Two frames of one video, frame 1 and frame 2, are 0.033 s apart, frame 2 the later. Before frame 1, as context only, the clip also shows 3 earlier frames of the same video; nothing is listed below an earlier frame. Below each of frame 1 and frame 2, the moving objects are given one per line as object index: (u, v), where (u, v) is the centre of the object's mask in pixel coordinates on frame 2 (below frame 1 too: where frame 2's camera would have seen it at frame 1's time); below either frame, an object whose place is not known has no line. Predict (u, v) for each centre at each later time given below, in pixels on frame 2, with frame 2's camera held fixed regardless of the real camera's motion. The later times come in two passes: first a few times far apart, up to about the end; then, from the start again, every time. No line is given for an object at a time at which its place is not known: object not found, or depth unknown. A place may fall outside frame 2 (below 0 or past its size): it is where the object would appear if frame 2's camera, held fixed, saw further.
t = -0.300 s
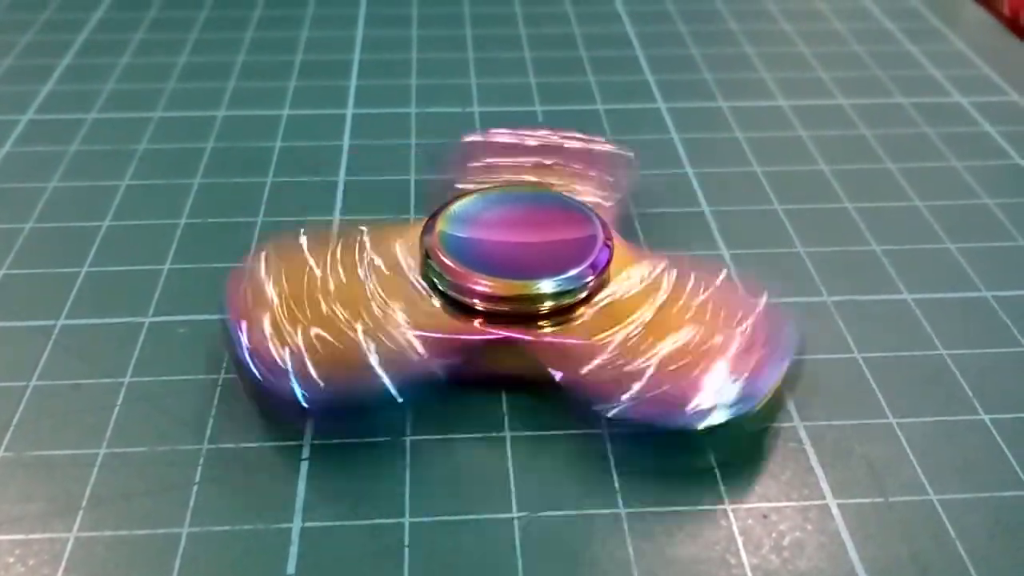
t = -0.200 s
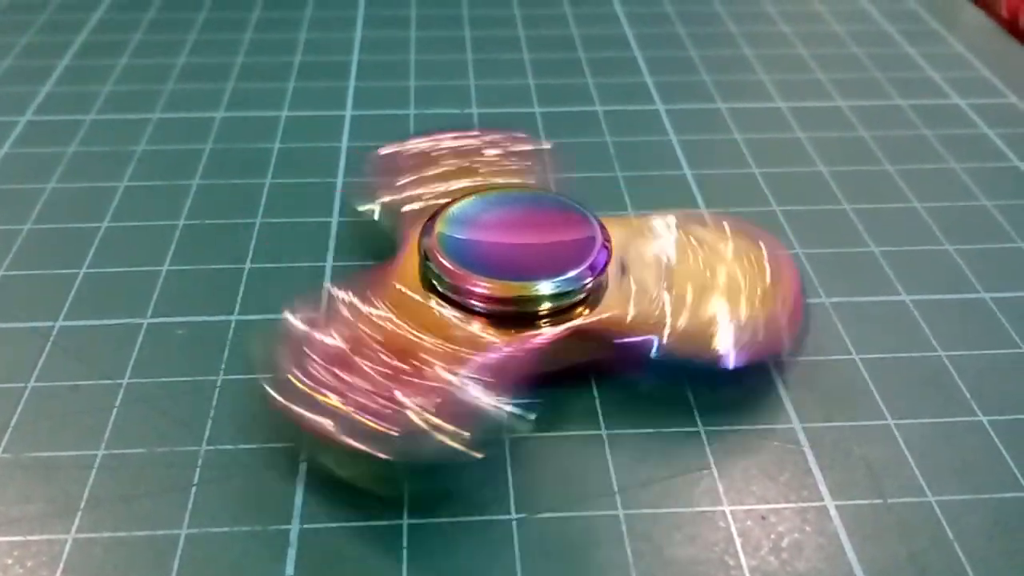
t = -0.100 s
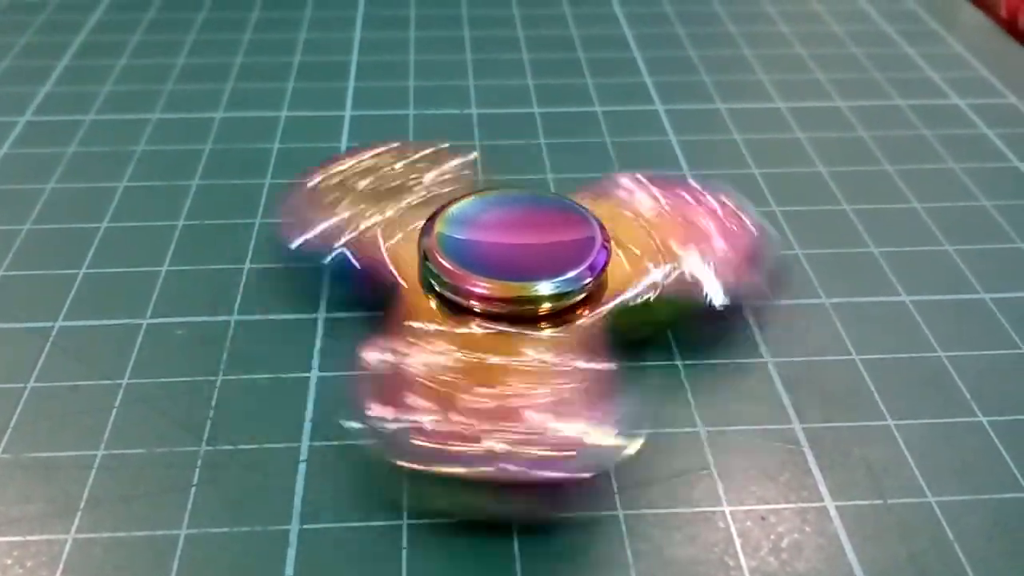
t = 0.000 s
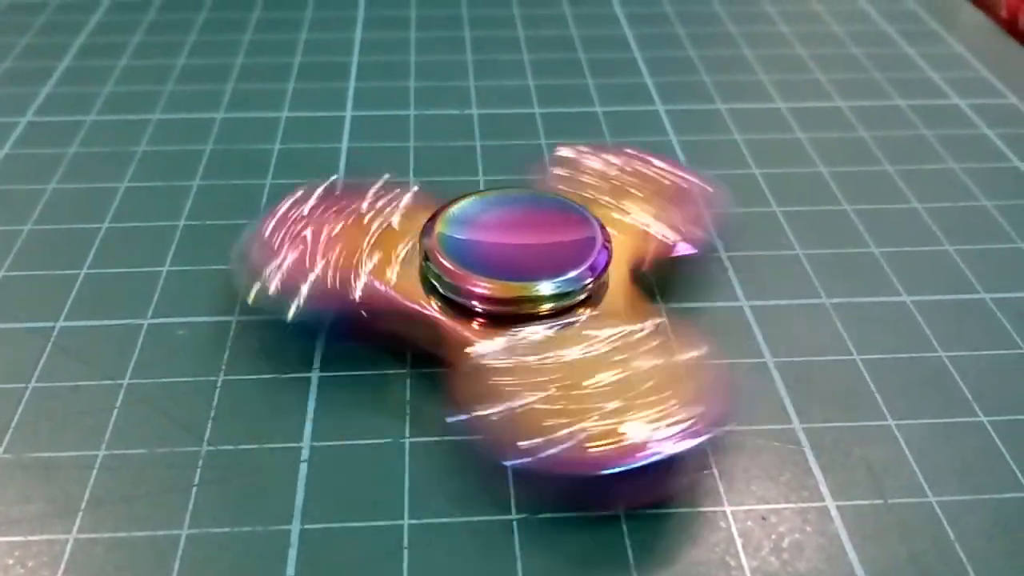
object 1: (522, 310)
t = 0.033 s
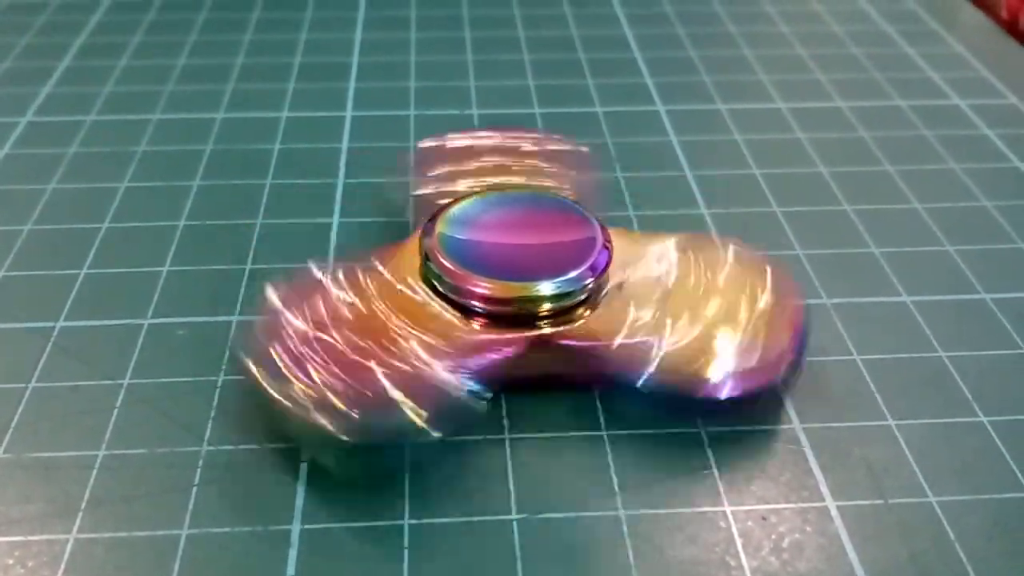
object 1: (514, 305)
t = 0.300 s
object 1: (512, 312)
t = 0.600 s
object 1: (510, 306)
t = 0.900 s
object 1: (519, 305)
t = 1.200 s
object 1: (517, 314)
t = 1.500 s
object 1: (513, 306)
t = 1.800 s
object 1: (520, 305)
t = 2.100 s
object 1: (519, 313)
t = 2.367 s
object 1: (523, 309)
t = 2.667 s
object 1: (509, 315)
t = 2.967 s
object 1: (515, 302)
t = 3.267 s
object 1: (519, 301)
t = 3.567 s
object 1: (508, 309)
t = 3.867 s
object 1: (522, 304)
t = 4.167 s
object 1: (513, 315)
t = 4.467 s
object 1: (514, 303)
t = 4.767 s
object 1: (522, 313)
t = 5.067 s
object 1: (509, 304)
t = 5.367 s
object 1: (522, 311)
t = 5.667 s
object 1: (505, 308)
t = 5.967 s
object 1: (525, 311)
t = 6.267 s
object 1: (508, 308)
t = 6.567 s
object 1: (524, 309)
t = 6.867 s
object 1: (508, 309)
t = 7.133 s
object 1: (510, 312)
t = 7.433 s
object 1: (519, 306)
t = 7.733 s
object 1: (508, 312)
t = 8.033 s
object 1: (526, 310)
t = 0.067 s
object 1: (516, 301)
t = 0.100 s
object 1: (514, 303)
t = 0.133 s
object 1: (511, 313)
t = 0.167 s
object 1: (518, 304)
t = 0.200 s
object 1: (508, 309)
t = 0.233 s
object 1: (520, 313)
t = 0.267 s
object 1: (514, 301)
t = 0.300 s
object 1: (512, 312)
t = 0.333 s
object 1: (521, 306)
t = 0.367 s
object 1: (509, 311)
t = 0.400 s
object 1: (518, 310)
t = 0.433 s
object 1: (507, 304)
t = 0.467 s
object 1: (516, 314)
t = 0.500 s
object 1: (518, 305)
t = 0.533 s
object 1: (510, 312)
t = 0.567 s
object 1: (523, 309)
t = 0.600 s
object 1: (510, 306)
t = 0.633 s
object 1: (519, 313)
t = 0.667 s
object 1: (510, 301)
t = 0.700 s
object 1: (512, 314)
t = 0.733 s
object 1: (523, 307)
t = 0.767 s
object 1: (511, 307)
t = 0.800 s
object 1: (517, 311)
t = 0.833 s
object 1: (511, 303)
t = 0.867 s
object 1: (511, 314)
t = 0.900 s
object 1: (519, 305)
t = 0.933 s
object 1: (508, 311)
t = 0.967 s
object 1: (521, 312)
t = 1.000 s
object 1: (513, 302)
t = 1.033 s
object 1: (514, 312)
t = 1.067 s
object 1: (518, 305)
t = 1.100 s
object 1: (511, 312)
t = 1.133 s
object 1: (520, 309)
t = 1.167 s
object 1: (505, 305)
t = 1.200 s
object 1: (517, 314)
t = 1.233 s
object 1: (517, 305)
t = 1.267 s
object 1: (510, 312)
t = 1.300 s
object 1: (525, 309)
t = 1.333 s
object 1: (509, 306)
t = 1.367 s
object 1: (519, 312)
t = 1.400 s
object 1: (511, 304)
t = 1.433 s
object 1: (510, 314)
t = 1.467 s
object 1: (525, 307)
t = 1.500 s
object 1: (513, 306)
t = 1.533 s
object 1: (518, 301)
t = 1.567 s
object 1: (511, 303)
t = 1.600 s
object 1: (513, 313)
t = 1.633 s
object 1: (518, 305)
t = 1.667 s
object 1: (507, 309)
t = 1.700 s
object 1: (521, 314)
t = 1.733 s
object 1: (513, 301)
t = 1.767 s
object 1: (515, 313)
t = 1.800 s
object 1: (520, 305)
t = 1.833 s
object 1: (510, 310)
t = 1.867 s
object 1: (520, 310)
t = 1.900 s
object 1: (506, 303)
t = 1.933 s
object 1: (515, 315)
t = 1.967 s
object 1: (519, 305)
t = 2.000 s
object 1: (511, 309)
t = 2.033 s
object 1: (523, 311)
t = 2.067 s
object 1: (511, 303)
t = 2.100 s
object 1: (519, 313)
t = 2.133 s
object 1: (515, 304)
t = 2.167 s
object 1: (509, 312)
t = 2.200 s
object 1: (524, 312)
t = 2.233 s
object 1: (514, 302)
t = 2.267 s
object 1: (517, 306)
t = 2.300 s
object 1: (517, 305)
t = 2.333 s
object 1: (510, 314)
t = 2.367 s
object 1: (523, 309)
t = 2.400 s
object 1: (505, 305)
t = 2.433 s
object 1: (519, 314)
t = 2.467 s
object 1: (517, 303)
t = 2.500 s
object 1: (511, 313)
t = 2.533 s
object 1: (525, 308)
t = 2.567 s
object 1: (509, 308)
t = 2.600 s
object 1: (519, 313)
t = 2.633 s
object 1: (508, 301)
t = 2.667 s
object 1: (509, 315)
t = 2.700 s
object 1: (526, 309)
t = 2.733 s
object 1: (509, 307)
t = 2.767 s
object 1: (520, 312)
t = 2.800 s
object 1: (514, 304)
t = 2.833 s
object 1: (513, 314)
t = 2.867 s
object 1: (521, 306)
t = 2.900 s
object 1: (505, 307)
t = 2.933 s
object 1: (520, 314)
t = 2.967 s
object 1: (515, 302)
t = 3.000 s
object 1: (514, 313)
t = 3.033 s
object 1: (524, 307)
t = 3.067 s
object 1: (508, 309)
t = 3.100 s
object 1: (520, 301)
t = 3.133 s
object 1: (509, 302)
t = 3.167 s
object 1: (513, 315)
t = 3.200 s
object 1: (522, 307)
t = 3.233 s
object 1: (509, 308)
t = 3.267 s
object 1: (519, 301)
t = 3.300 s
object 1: (511, 302)
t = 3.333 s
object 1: (514, 313)
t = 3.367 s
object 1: (519, 306)
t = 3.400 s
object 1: (505, 308)
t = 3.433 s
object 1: (522, 312)
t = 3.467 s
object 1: (513, 301)
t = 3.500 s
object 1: (512, 312)
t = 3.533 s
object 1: (524, 306)
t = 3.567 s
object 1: (508, 309)
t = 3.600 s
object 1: (520, 301)
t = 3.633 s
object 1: (507, 301)
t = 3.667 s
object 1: (513, 315)
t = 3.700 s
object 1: (525, 307)
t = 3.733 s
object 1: (510, 308)
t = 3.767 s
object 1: (519, 302)
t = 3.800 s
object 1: (511, 304)
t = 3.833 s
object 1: (514, 314)
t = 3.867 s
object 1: (522, 304)
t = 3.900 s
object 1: (505, 308)
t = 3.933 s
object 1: (524, 313)
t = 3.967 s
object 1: (513, 301)
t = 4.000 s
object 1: (517, 315)
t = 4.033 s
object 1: (523, 307)
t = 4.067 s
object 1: (510, 309)
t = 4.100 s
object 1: (520, 302)
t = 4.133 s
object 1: (507, 302)
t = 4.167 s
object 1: (513, 315)
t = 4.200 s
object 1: (526, 308)
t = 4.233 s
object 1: (510, 307)
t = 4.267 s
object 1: (520, 304)
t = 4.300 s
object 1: (511, 304)
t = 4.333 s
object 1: (513, 314)
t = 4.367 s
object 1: (522, 308)
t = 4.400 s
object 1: (506, 307)
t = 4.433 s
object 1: (522, 313)
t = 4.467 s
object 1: (514, 303)
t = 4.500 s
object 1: (511, 313)
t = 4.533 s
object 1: (525, 309)
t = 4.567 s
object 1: (508, 307)
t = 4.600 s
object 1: (519, 312)
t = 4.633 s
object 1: (512, 304)
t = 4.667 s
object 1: (508, 315)
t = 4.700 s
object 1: (525, 309)
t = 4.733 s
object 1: (509, 307)
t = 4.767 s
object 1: (522, 313)
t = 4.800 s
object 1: (518, 305)
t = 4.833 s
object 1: (511, 313)
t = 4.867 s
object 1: (523, 310)
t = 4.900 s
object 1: (506, 305)
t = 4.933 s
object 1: (520, 315)
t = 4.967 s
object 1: (519, 304)
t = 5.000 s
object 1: (510, 311)
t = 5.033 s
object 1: (524, 311)
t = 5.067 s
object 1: (509, 304)
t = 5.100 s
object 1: (518, 313)
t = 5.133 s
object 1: (518, 305)
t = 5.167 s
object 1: (507, 311)
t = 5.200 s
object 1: (523, 313)
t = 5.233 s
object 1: (511, 303)
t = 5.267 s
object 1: (513, 313)
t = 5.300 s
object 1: (521, 305)
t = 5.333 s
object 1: (508, 311)
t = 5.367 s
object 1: (522, 311)
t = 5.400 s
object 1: (504, 303)
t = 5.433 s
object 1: (513, 315)
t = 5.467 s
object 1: (524, 307)
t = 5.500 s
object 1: (510, 308)
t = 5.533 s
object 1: (521, 312)
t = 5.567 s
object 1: (511, 304)
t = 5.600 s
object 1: (514, 314)
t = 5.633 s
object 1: (523, 306)
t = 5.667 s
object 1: (505, 308)
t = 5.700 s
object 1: (521, 314)
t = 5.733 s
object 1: (517, 304)
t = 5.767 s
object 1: (510, 312)
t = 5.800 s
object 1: (525, 309)
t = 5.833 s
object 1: (508, 306)
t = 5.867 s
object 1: (520, 312)
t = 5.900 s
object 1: (514, 306)
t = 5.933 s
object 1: (509, 313)
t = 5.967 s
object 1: (525, 311)
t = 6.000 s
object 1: (512, 303)
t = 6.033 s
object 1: (516, 313)
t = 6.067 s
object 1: (519, 306)
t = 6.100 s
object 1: (508, 311)
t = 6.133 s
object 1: (524, 310)
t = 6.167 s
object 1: (503, 303)
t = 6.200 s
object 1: (514, 315)
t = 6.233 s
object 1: (524, 307)
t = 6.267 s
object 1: (508, 308)
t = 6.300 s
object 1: (522, 313)
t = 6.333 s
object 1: (511, 303)
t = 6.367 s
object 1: (513, 312)
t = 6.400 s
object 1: (522, 307)
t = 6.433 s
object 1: (505, 308)
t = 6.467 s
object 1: (522, 314)
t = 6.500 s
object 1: (518, 304)
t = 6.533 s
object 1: (511, 313)
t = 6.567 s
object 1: (524, 309)
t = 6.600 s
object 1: (508, 305)
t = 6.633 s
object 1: (520, 312)
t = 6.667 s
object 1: (518, 305)
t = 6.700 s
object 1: (507, 311)
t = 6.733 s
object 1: (525, 313)
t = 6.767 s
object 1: (512, 302)
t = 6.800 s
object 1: (513, 313)
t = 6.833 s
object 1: (523, 306)
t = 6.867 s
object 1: (508, 309)
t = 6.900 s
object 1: (522, 309)
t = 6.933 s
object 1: (508, 305)
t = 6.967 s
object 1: (513, 314)
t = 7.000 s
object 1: (525, 308)
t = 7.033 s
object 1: (511, 307)
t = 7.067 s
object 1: (519, 313)
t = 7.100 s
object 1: (517, 305)
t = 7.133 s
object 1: (510, 312)
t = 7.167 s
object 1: (524, 306)
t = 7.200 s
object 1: (504, 305)
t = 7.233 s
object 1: (518, 315)
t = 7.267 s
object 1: (520, 305)
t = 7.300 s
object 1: (510, 310)
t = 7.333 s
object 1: (521, 312)
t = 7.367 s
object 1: (506, 305)
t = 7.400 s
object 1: (514, 313)
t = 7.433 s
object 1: (519, 306)
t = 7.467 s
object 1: (506, 309)
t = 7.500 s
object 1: (521, 314)
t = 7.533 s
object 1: (515, 303)
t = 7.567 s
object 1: (511, 312)
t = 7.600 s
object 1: (524, 309)
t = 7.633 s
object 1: (509, 306)
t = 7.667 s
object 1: (520, 312)
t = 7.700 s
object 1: (515, 306)
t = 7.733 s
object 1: (508, 312)
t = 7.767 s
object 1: (524, 314)
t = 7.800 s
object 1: (512, 302)
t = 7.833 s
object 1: (512, 313)
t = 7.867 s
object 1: (520, 307)
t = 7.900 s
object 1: (510, 310)
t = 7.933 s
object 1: (519, 300)
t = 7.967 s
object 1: (509, 305)
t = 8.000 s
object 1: (511, 315)
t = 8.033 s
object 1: (526, 310)
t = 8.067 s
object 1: (512, 306)
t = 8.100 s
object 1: (520, 313)
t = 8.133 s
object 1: (520, 307)
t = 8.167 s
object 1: (511, 313)
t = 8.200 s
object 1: (523, 310)
